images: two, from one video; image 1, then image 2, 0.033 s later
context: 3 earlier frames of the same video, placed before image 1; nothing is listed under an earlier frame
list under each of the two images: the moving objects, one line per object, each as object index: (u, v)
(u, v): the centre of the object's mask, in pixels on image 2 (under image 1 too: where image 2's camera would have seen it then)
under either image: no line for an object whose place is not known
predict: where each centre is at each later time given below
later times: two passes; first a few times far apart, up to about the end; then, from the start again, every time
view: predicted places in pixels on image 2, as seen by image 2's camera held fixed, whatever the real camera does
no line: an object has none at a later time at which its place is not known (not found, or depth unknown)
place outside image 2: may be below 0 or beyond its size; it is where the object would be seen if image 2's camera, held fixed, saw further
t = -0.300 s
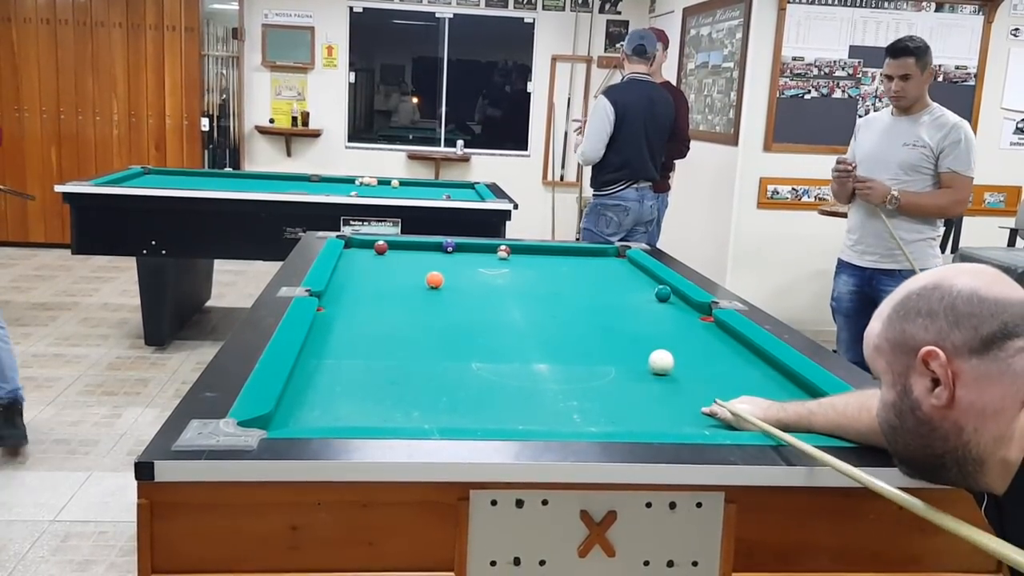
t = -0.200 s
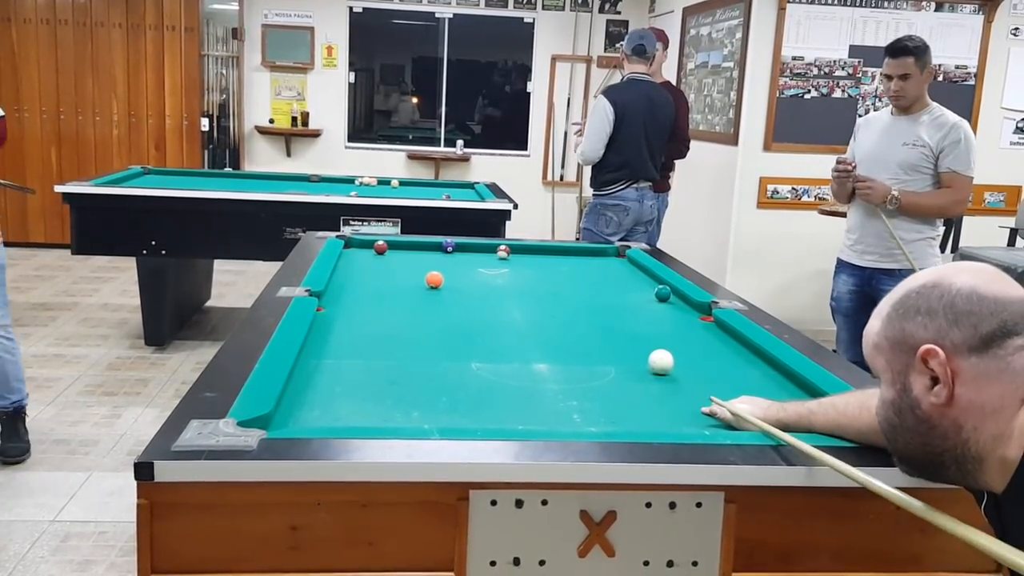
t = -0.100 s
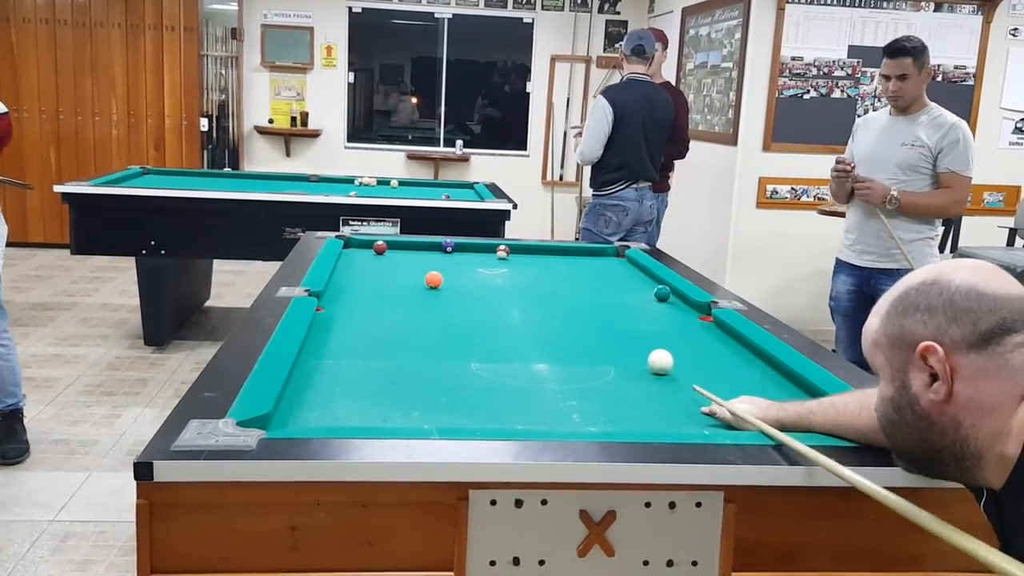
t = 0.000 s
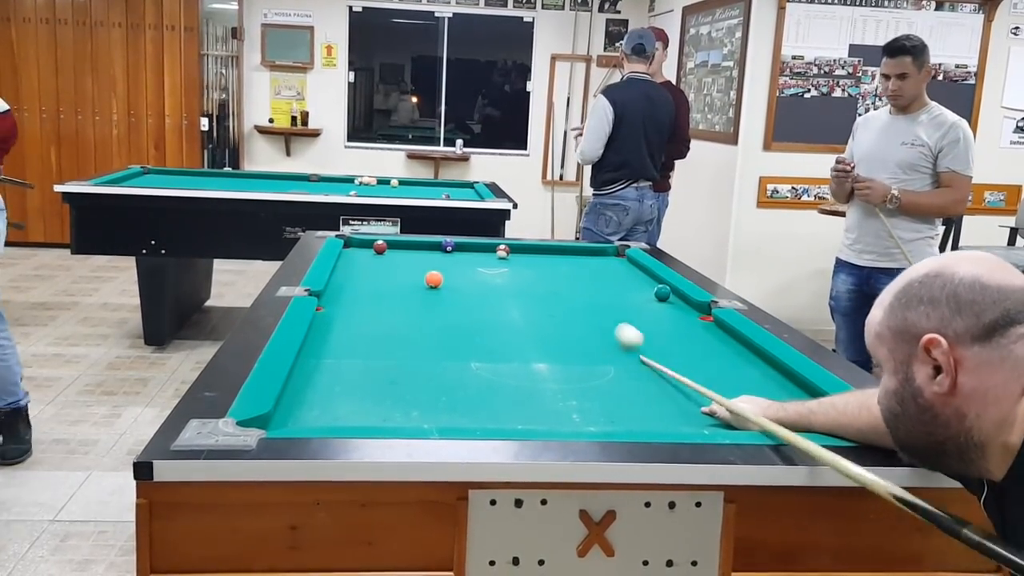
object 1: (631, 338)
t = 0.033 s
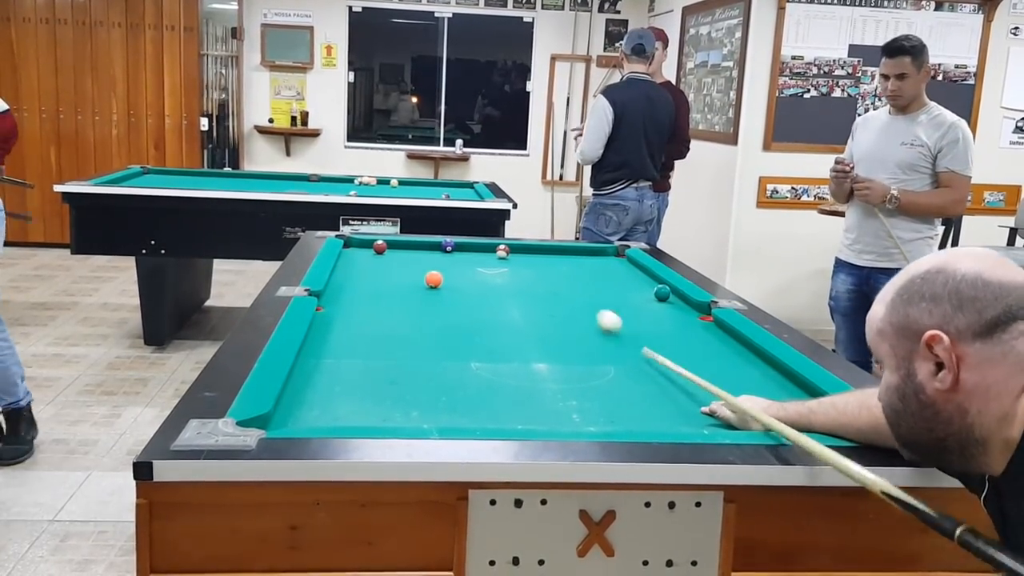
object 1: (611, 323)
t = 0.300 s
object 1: (518, 252)
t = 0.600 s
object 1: (582, 273)
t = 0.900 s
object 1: (674, 312)
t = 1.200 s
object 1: (754, 364)
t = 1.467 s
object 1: (808, 423)
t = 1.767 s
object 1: (702, 382)
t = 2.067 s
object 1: (621, 344)
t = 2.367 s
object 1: (561, 315)
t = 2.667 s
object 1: (514, 293)
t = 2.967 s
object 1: (477, 275)
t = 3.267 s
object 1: (447, 260)
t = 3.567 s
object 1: (422, 249)
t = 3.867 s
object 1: (405, 247)
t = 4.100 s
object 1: (395, 251)
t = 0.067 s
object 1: (594, 310)
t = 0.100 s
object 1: (578, 298)
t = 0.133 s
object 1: (565, 288)
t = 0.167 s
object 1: (553, 279)
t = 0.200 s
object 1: (542, 272)
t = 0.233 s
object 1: (533, 264)
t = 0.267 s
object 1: (524, 258)
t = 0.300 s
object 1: (518, 252)
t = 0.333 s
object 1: (521, 248)
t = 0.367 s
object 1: (528, 250)
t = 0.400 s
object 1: (536, 253)
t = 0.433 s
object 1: (543, 256)
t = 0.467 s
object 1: (550, 260)
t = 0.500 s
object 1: (558, 263)
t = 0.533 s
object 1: (565, 266)
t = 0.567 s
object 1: (574, 270)
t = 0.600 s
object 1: (582, 273)
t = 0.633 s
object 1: (591, 277)
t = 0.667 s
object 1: (600, 281)
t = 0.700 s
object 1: (609, 285)
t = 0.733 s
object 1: (619, 289)
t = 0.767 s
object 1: (629, 293)
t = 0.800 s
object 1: (639, 297)
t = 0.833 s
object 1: (650, 302)
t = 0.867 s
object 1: (662, 307)
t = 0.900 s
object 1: (674, 312)
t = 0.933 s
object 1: (686, 317)
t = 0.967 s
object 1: (699, 323)
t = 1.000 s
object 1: (713, 328)
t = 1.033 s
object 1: (727, 334)
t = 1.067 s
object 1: (735, 340)
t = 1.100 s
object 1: (739, 346)
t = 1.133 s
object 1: (744, 351)
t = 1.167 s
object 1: (749, 357)
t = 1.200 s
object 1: (754, 364)
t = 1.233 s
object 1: (760, 370)
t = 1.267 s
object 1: (766, 377)
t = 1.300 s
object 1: (772, 385)
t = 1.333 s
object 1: (778, 392)
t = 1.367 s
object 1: (785, 400)
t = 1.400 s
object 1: (792, 409)
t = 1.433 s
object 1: (800, 417)
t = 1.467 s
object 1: (808, 423)
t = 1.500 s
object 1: (807, 424)
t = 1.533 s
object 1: (790, 418)
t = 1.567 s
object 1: (774, 415)
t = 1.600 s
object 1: (760, 409)
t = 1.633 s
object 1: (747, 403)
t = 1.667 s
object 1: (735, 397)
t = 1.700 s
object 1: (724, 392)
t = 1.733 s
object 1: (713, 387)
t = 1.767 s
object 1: (702, 382)
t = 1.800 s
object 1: (692, 377)
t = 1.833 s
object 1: (682, 372)
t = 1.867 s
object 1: (672, 368)
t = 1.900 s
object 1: (663, 363)
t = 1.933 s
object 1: (654, 359)
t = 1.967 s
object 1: (645, 355)
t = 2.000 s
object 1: (637, 351)
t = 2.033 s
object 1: (629, 347)
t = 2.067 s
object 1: (621, 344)
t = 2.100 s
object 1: (613, 340)
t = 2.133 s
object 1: (606, 337)
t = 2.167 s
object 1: (599, 333)
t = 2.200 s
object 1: (592, 330)
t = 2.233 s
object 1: (585, 327)
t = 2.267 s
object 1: (579, 324)
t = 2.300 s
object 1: (573, 321)
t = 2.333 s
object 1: (567, 318)
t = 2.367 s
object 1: (561, 315)
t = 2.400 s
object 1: (555, 312)
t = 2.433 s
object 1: (550, 310)
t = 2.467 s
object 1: (544, 307)
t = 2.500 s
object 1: (538, 304)
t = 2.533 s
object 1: (533, 302)
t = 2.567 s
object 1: (528, 300)
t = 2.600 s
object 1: (523, 297)
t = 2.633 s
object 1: (519, 295)
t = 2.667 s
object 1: (514, 293)
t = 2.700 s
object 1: (509, 291)
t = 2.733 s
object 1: (505, 288)
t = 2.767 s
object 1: (501, 287)
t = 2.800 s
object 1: (497, 285)
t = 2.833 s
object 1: (493, 282)
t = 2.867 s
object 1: (489, 281)
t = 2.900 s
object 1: (485, 279)
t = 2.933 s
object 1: (481, 277)
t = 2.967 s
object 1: (477, 275)
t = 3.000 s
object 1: (473, 274)
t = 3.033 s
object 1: (470, 272)
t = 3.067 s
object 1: (466, 270)
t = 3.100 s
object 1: (463, 269)
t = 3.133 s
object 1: (460, 267)
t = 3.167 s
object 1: (456, 265)
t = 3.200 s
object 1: (454, 263)
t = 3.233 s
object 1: (450, 262)
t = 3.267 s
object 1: (447, 260)
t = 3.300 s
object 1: (444, 259)
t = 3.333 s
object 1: (441, 258)
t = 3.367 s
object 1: (438, 256)
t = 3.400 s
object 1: (435, 255)
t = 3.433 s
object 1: (433, 254)
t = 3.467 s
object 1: (430, 252)
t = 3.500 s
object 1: (427, 251)
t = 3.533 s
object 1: (425, 250)
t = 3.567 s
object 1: (422, 249)
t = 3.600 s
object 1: (420, 247)
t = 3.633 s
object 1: (417, 246)
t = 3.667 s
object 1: (415, 245)
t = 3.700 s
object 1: (413, 244)
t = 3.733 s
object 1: (411, 244)
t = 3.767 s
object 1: (410, 245)
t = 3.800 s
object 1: (408, 246)
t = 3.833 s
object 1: (406, 247)
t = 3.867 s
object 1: (405, 247)
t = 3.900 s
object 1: (403, 248)
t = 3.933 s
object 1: (402, 249)
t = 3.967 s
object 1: (400, 250)
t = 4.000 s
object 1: (399, 250)
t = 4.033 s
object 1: (397, 250)
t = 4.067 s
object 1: (396, 251)
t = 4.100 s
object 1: (395, 251)
